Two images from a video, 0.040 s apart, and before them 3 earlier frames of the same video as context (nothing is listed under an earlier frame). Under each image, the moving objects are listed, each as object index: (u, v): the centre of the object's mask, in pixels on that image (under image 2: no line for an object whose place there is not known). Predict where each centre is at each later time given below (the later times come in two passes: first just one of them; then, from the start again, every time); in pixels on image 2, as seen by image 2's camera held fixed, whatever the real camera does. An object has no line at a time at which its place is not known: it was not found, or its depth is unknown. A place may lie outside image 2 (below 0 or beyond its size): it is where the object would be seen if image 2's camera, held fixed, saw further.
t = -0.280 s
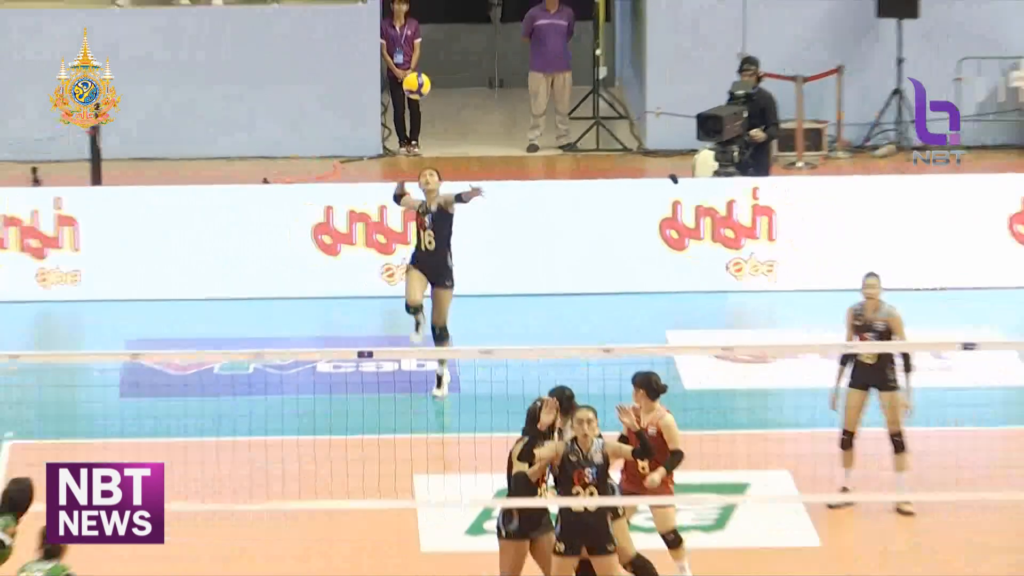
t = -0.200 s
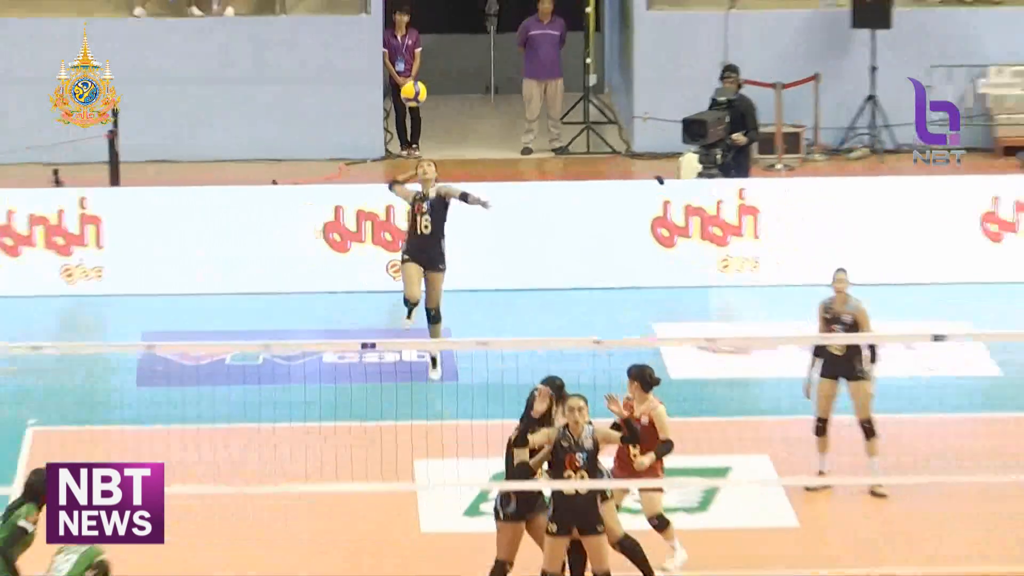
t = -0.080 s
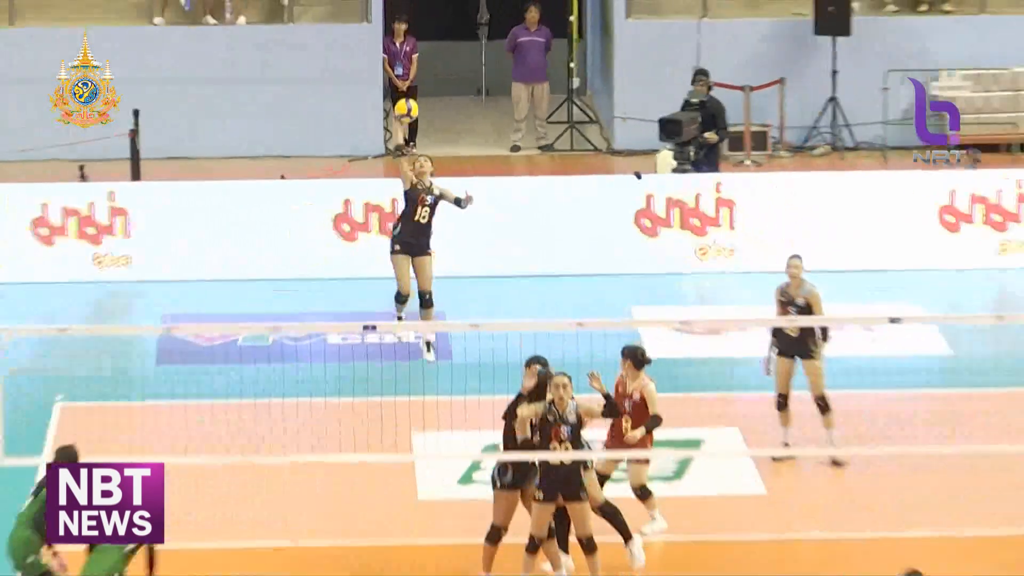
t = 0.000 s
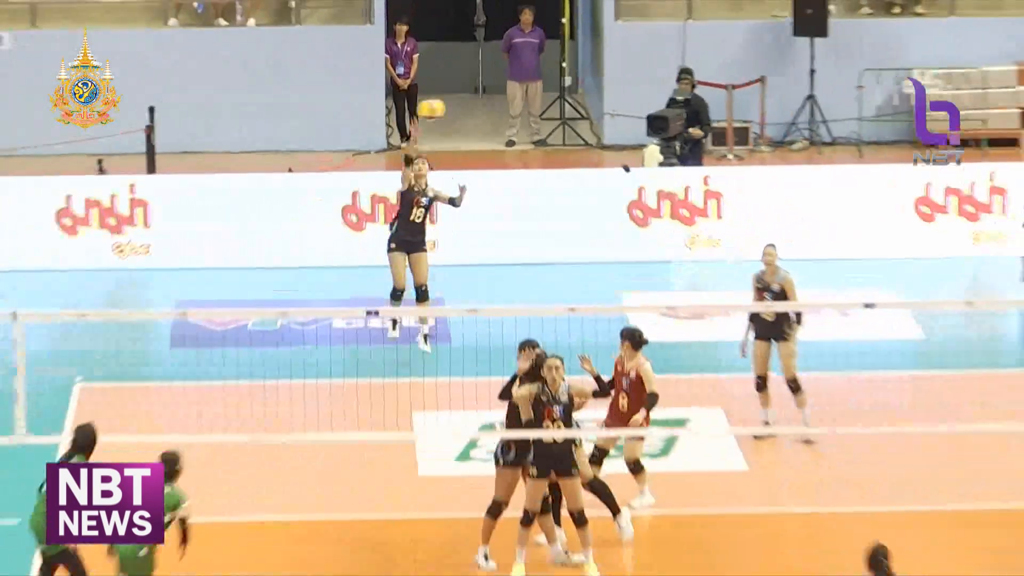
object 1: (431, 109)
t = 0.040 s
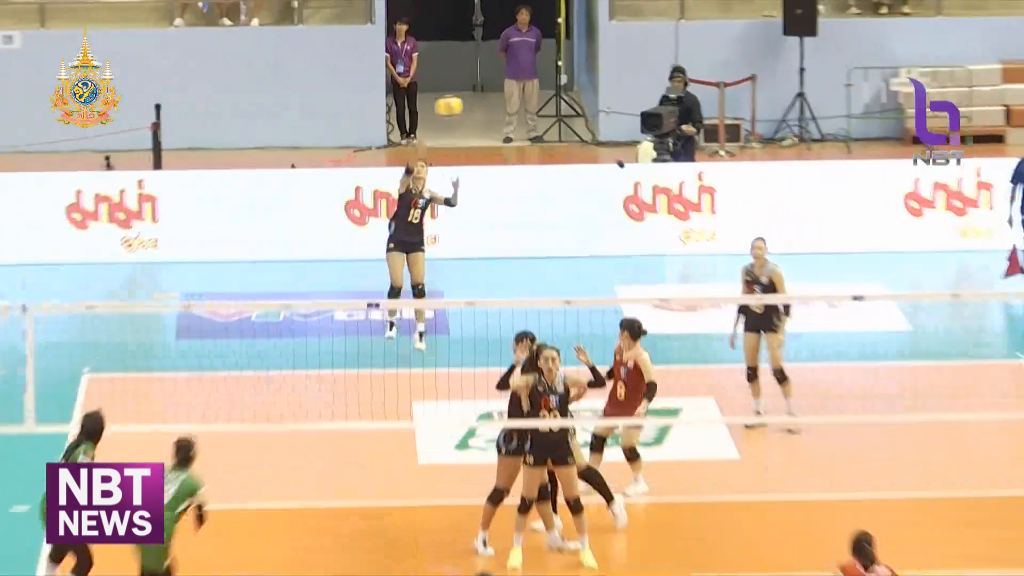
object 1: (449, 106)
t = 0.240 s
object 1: (553, 124)
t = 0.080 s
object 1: (468, 107)
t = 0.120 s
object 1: (487, 109)
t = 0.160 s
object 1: (508, 113)
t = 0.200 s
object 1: (530, 118)
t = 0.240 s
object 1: (553, 124)
